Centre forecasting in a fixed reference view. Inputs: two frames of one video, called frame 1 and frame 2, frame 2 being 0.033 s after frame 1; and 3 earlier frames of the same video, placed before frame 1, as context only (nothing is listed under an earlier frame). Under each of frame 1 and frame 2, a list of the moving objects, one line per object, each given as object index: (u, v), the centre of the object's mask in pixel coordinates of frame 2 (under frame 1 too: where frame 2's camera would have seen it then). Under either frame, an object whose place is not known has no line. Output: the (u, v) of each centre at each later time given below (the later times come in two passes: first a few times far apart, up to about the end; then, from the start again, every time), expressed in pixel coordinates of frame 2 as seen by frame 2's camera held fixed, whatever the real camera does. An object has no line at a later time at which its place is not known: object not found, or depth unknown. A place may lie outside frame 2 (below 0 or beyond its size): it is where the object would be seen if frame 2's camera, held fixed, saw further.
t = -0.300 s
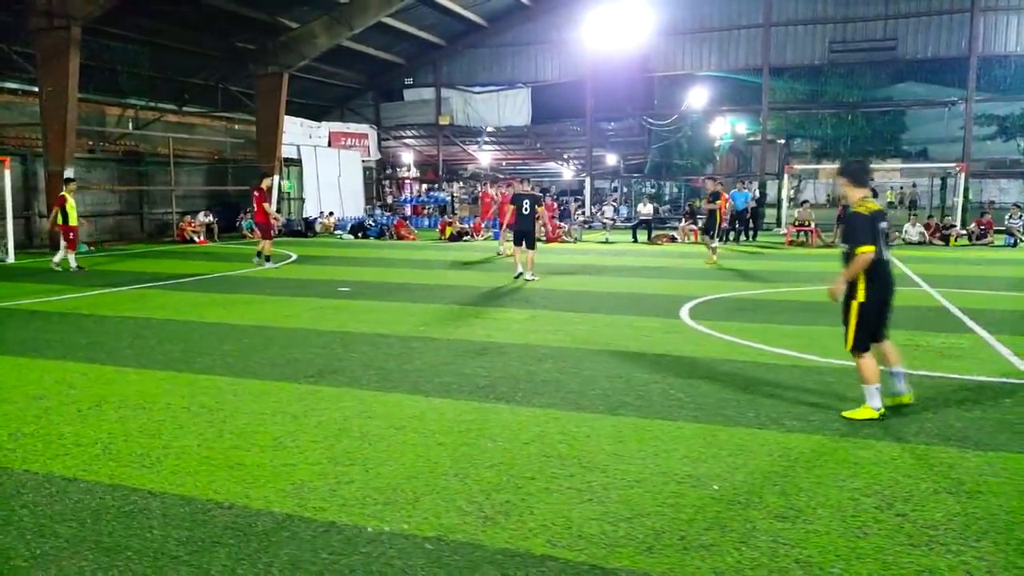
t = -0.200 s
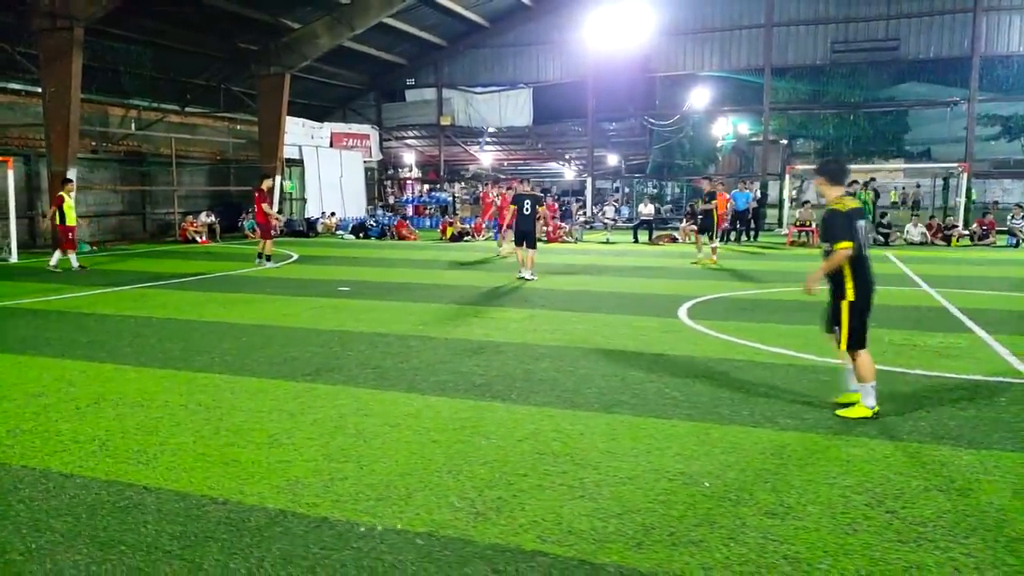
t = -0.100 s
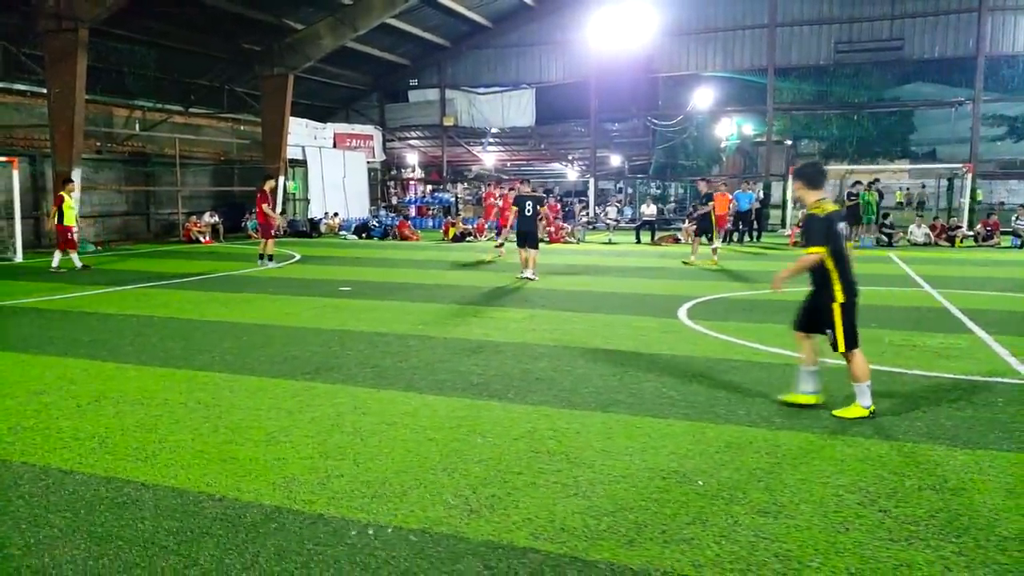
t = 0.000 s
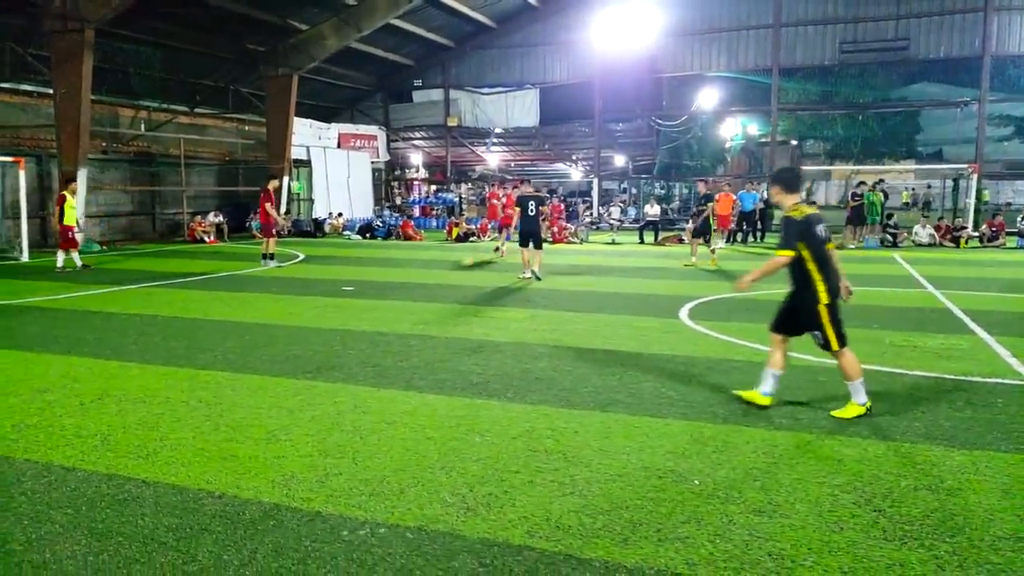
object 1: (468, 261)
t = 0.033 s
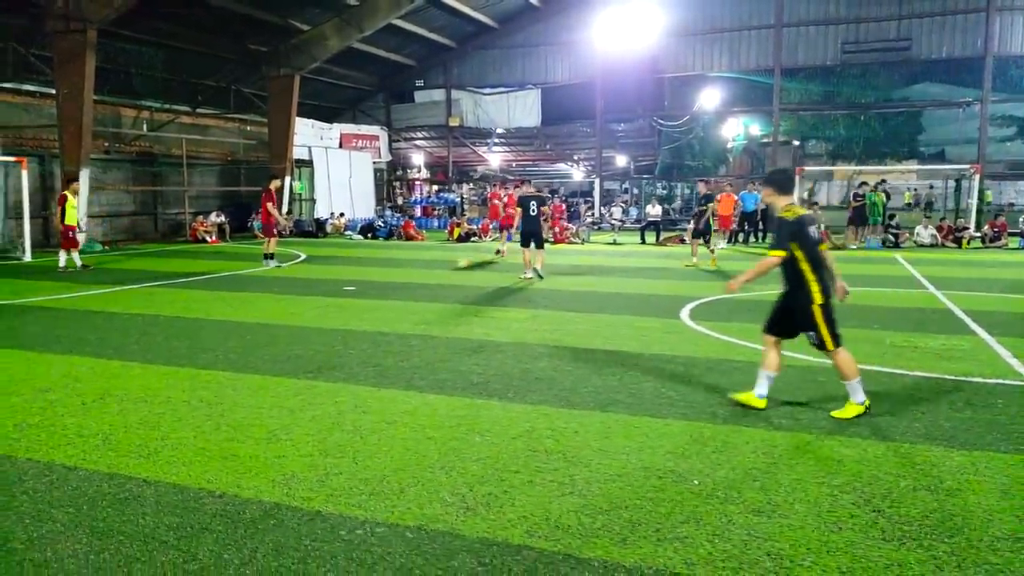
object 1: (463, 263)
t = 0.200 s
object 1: (424, 270)
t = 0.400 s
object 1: (373, 280)
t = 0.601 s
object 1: (320, 289)
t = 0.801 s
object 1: (253, 300)
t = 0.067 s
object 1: (454, 264)
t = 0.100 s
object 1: (448, 264)
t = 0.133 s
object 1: (440, 265)
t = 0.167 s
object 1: (432, 268)
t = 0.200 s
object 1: (424, 270)
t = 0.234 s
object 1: (416, 270)
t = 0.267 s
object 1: (409, 271)
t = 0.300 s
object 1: (401, 272)
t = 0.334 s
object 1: (392, 274)
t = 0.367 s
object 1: (383, 276)
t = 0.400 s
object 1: (373, 280)
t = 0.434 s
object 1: (365, 281)
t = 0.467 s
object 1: (357, 283)
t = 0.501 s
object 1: (346, 284)
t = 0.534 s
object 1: (338, 285)
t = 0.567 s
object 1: (328, 288)
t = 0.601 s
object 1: (320, 289)
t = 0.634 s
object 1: (310, 291)
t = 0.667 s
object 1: (298, 293)
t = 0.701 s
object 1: (288, 296)
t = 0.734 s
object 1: (277, 298)
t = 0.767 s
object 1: (265, 299)
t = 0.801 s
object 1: (253, 300)
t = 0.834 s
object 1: (241, 303)
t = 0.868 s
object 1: (228, 307)
